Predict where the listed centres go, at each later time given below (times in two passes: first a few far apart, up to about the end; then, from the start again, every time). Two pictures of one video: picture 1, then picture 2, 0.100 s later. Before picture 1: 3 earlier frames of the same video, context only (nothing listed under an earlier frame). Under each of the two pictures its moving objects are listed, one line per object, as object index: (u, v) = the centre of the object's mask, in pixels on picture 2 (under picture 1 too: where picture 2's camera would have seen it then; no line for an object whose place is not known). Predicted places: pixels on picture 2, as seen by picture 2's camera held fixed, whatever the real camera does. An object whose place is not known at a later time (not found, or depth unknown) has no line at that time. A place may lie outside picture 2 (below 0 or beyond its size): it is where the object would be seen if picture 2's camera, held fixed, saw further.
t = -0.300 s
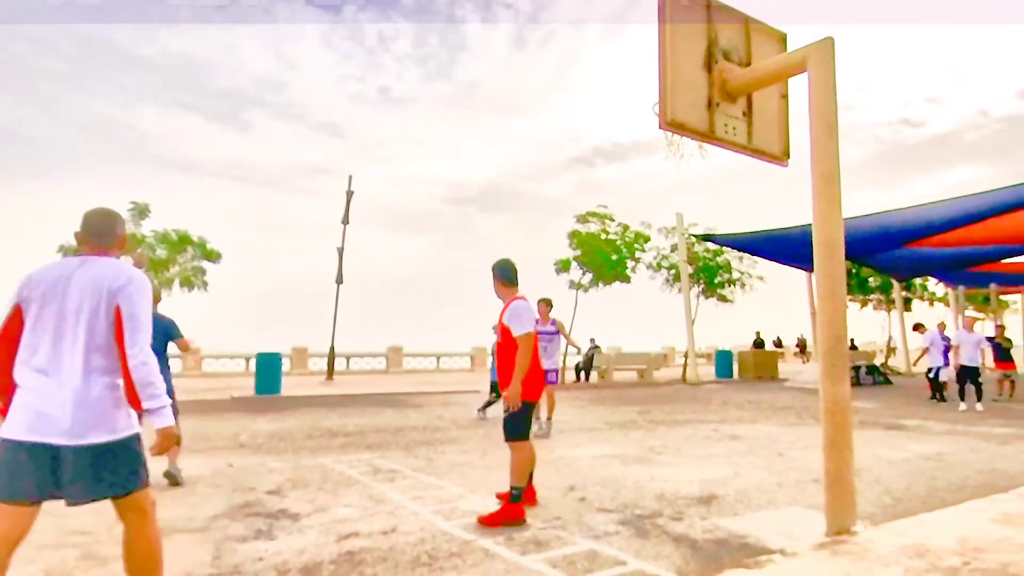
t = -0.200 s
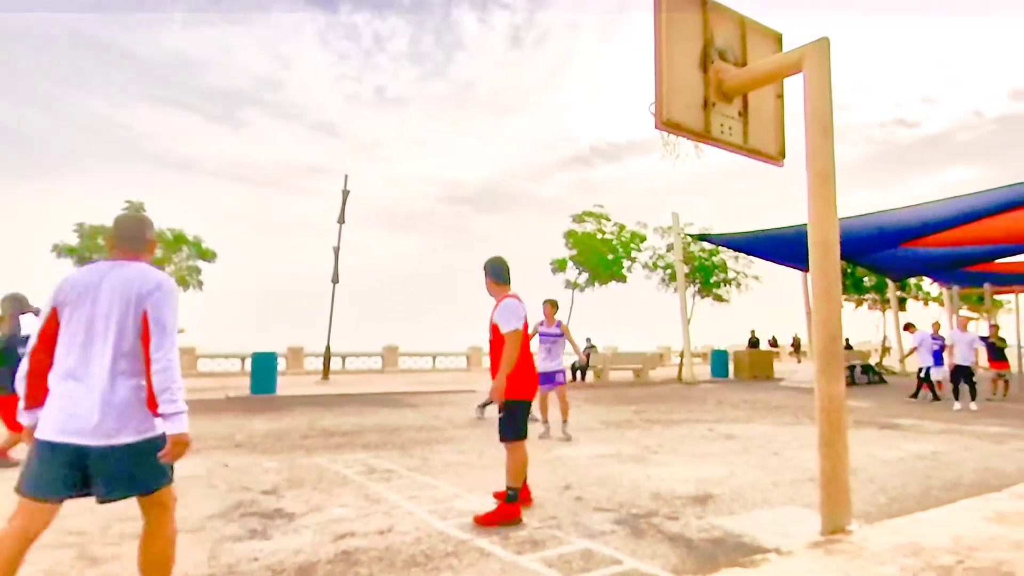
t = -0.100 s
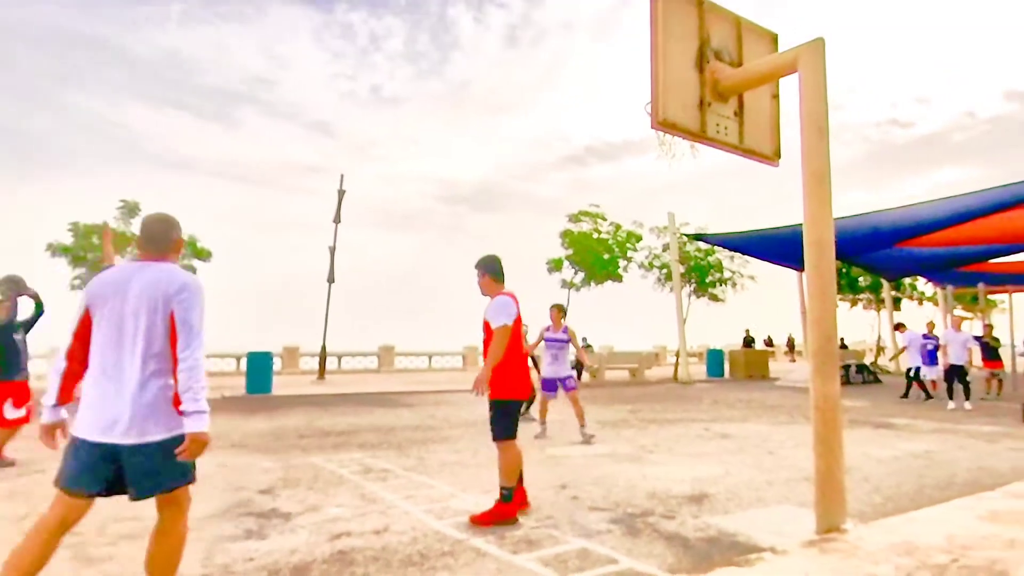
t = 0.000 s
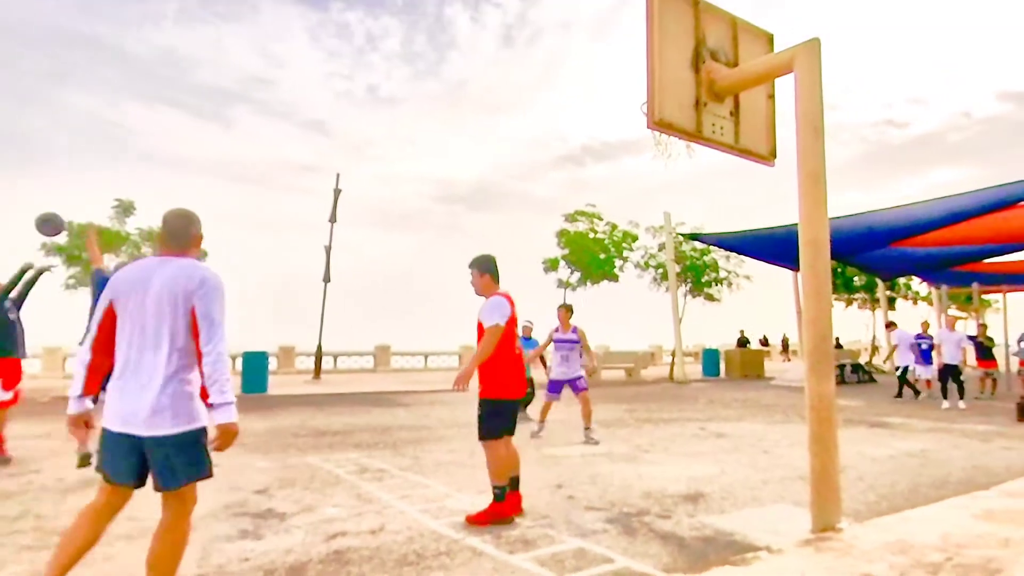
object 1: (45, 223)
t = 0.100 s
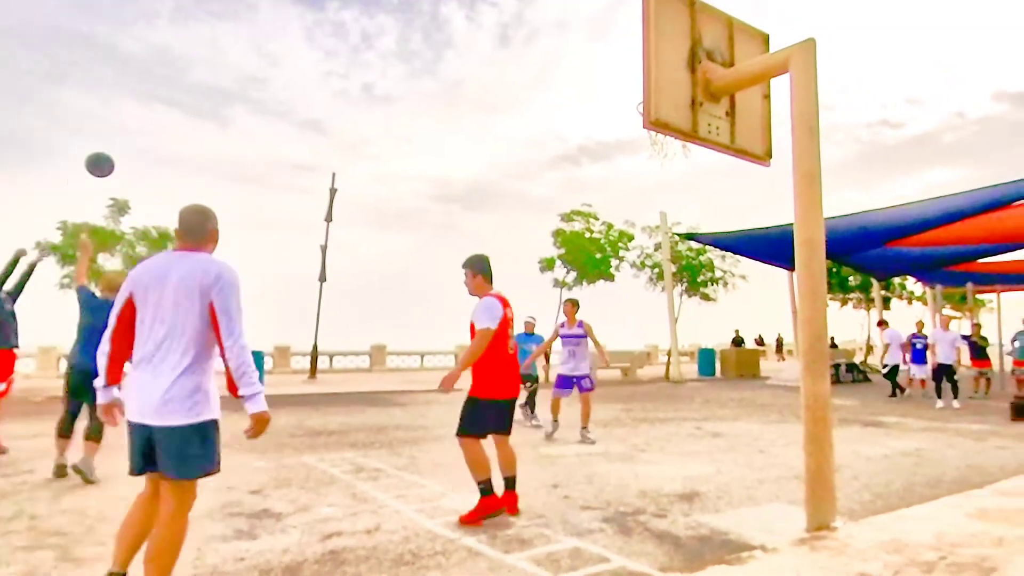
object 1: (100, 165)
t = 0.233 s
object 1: (174, 102)
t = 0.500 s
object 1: (329, 29)
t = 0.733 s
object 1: (474, 27)
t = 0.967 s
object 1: (629, 91)
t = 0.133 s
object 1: (118, 147)
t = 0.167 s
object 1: (137, 131)
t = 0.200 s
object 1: (156, 116)
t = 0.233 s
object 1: (174, 102)
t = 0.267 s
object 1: (193, 89)
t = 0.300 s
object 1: (212, 77)
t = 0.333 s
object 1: (231, 66)
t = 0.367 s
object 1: (251, 56)
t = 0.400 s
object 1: (270, 48)
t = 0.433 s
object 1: (290, 40)
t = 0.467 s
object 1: (310, 34)
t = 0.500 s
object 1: (329, 29)
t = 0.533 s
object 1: (349, 25)
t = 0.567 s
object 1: (370, 22)
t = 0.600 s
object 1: (390, 21)
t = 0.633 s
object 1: (411, 20)
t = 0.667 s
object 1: (431, 21)
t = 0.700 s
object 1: (453, 23)
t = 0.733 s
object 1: (474, 27)
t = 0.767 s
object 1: (495, 31)
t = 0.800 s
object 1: (517, 38)
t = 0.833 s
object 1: (539, 45)
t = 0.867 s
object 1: (561, 54)
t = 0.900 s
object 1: (583, 65)
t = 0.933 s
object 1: (606, 77)
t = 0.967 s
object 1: (629, 91)
